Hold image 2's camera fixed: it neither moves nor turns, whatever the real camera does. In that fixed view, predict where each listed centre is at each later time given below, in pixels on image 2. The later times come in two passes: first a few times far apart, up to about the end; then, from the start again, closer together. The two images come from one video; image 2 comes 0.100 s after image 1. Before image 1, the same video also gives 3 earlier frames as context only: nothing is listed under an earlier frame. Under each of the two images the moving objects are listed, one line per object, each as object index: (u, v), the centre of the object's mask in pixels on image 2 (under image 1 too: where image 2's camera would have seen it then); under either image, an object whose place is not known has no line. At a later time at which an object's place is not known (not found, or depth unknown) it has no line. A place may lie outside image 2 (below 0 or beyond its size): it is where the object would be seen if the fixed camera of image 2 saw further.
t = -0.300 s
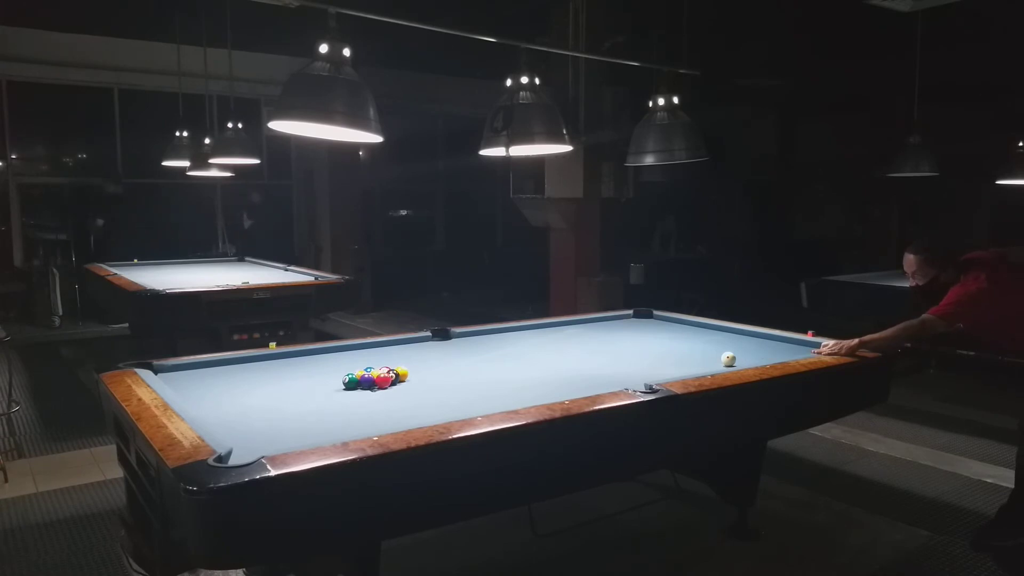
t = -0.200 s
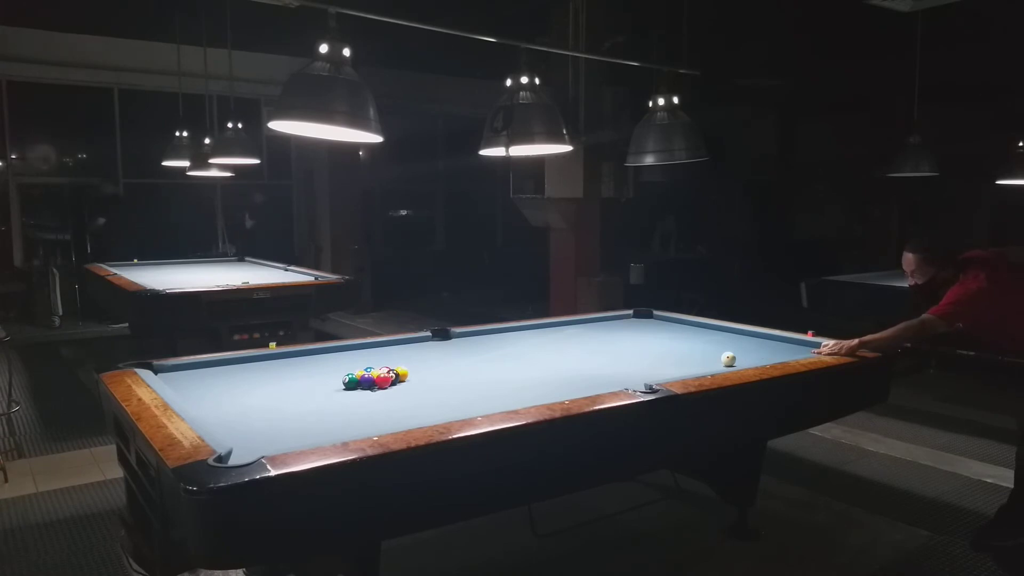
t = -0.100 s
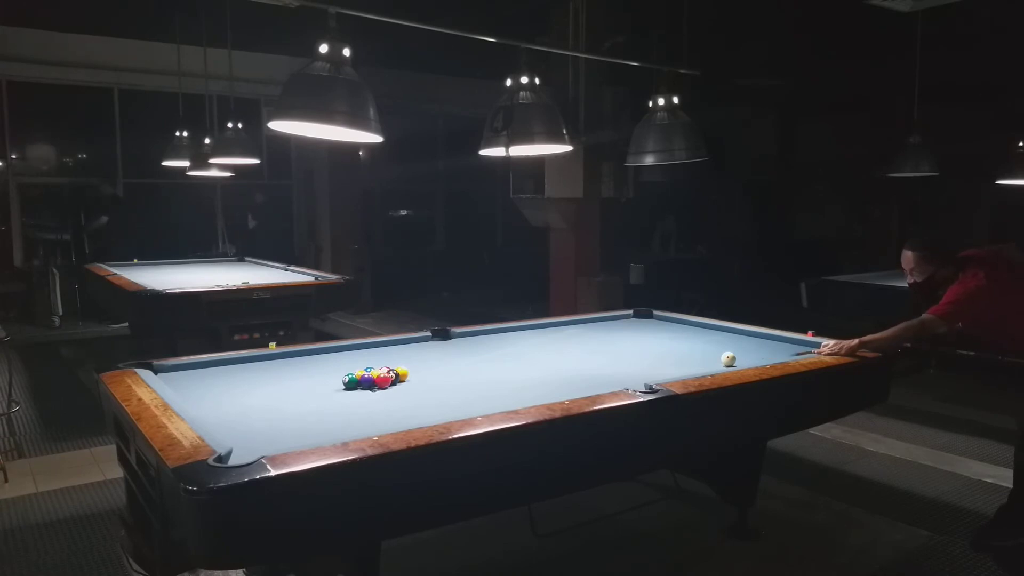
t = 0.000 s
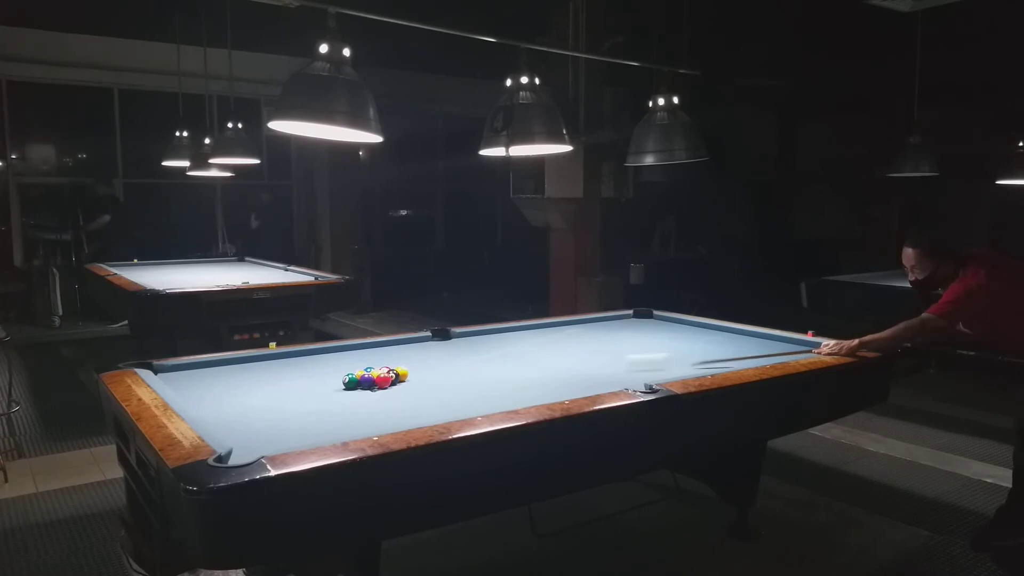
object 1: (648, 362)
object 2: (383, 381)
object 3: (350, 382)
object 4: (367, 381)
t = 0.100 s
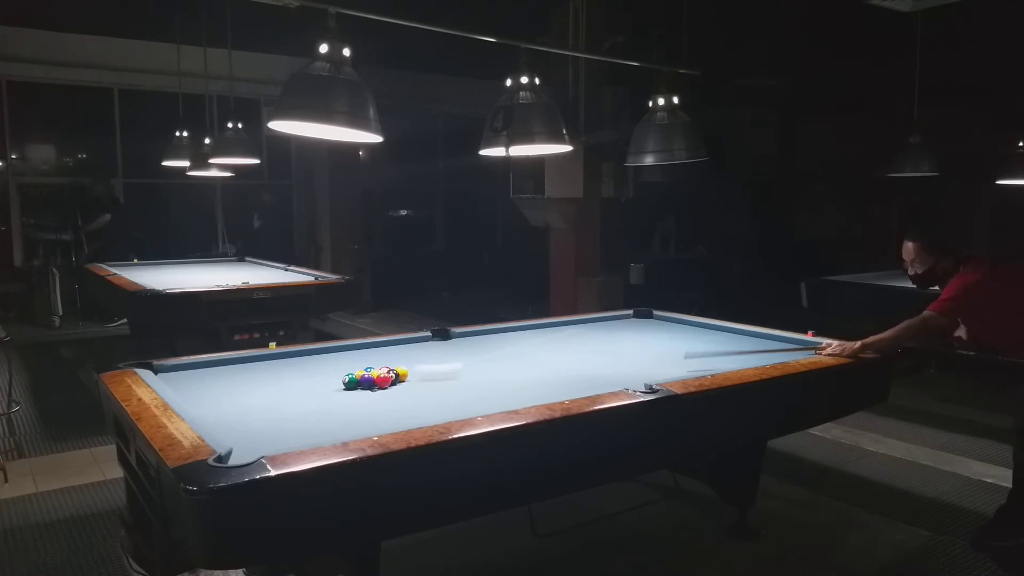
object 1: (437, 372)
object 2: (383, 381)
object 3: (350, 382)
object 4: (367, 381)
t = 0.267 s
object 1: (439, 372)
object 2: (349, 405)
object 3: (261, 409)
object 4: (313, 395)
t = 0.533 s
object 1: (451, 372)
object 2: (285, 444)
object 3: (292, 420)
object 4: (223, 417)
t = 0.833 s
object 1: (458, 372)
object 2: (249, 434)
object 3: (404, 413)
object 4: (251, 420)
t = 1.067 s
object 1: (462, 373)
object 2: (256, 435)
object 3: (484, 405)
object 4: (277, 417)
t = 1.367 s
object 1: (465, 373)
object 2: (262, 437)
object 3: (545, 394)
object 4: (305, 407)
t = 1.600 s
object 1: (466, 373)
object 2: (265, 438)
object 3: (576, 385)
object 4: (325, 400)
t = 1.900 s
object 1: (467, 373)
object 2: (268, 439)
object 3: (610, 374)
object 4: (347, 393)
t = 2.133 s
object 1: (467, 373)
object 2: (269, 440)
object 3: (634, 366)
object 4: (362, 388)
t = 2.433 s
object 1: (466, 373)
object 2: (270, 440)
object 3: (660, 358)
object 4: (378, 382)
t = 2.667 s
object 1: (466, 373)
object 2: (270, 440)
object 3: (677, 352)
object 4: (389, 378)
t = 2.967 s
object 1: (466, 374)
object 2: (270, 441)
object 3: (698, 345)
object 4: (400, 374)
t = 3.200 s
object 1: (466, 374)
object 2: (270, 440)
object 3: (712, 341)
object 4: (408, 371)
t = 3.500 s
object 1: (466, 374)
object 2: (270, 440)
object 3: (729, 335)
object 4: (416, 368)
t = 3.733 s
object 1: (466, 374)
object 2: (269, 441)
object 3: (741, 332)
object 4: (422, 366)
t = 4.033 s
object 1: (467, 373)
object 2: (269, 440)
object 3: (718, 332)
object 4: (428, 363)
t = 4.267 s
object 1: (467, 373)
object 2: (269, 440)
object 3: (702, 331)
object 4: (432, 362)
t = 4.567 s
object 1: (467, 373)
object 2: (269, 440)
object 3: (682, 332)
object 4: (437, 360)
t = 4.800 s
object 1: (467, 373)
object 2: (269, 440)
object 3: (668, 332)
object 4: (440, 360)
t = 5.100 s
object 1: (467, 373)
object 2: (269, 440)
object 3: (651, 332)
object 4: (443, 359)
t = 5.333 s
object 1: (467, 373)
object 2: (269, 440)
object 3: (640, 332)
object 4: (445, 358)
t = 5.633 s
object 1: (467, 373)
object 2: (270, 440)
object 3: (626, 332)
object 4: (446, 358)
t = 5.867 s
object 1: (467, 373)
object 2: (269, 440)
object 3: (616, 332)
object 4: (446, 358)
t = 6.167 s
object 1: (467, 373)
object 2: (269, 440)
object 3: (605, 332)
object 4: (446, 358)
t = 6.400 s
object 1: (467, 374)
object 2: (269, 440)
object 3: (598, 332)
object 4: (446, 358)
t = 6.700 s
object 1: (467, 374)
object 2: (269, 440)
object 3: (590, 332)
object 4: (446, 358)
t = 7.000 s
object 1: (467, 373)
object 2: (269, 440)
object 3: (583, 332)
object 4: (446, 358)
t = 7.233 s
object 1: (467, 373)
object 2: (269, 440)
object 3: (579, 332)
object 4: (446, 358)
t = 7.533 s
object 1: (467, 374)
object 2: (269, 440)
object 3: (576, 332)
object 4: (446, 358)
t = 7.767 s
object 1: (467, 373)
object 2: (269, 440)
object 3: (574, 332)
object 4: (446, 358)
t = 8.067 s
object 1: (467, 374)
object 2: (269, 440)
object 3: (573, 332)
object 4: (446, 358)
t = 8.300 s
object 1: (467, 374)
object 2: (269, 440)
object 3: (573, 332)
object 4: (446, 358)
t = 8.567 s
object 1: (467, 374)
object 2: (269, 440)
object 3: (573, 332)
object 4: (446, 358)
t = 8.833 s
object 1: (467, 374)
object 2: (269, 440)
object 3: (573, 332)
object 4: (446, 358)
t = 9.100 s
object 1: (467, 374)
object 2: (269, 440)
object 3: (573, 332)
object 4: (446, 358)
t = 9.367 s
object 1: (466, 374)
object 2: (269, 440)
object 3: (573, 332)
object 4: (446, 358)
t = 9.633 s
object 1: (466, 374)
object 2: (269, 440)
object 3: (573, 332)
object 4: (446, 358)
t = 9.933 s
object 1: (466, 374)
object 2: (269, 440)
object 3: (573, 332)
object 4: (446, 358)
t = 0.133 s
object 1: (419, 370)
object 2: (378, 385)
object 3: (340, 385)
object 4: (358, 383)
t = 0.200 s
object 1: (430, 369)
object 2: (364, 394)
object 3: (300, 397)
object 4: (335, 390)
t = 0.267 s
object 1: (439, 372)
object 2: (349, 405)
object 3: (261, 409)
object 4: (313, 395)
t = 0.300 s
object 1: (442, 372)
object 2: (342, 410)
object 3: (242, 416)
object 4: (302, 397)
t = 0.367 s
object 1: (446, 372)
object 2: (327, 421)
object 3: (222, 423)
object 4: (281, 403)
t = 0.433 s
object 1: (448, 372)
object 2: (312, 431)
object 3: (253, 420)
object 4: (259, 406)
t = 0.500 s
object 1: (450, 372)
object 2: (295, 440)
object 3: (279, 420)
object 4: (235, 415)
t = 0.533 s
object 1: (451, 372)
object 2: (285, 444)
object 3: (292, 420)
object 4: (223, 417)
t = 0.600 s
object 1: (453, 372)
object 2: (265, 446)
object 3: (318, 418)
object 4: (221, 419)
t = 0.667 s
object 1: (454, 372)
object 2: (245, 446)
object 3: (343, 417)
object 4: (237, 419)
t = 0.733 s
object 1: (456, 372)
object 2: (243, 441)
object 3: (368, 415)
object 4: (241, 421)
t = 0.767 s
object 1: (456, 372)
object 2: (245, 439)
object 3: (381, 415)
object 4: (244, 421)
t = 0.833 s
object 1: (458, 372)
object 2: (249, 434)
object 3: (404, 413)
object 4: (251, 420)
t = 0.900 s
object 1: (459, 373)
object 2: (252, 432)
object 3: (428, 411)
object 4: (260, 420)
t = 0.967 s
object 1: (460, 373)
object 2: (253, 434)
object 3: (451, 409)
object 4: (267, 420)
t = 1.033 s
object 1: (461, 373)
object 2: (255, 434)
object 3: (473, 406)
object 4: (273, 418)
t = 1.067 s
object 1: (462, 373)
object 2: (256, 435)
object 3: (484, 405)
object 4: (277, 417)
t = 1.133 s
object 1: (463, 373)
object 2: (257, 435)
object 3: (506, 403)
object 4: (284, 414)
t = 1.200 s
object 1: (464, 373)
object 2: (259, 435)
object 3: (520, 400)
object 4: (290, 412)
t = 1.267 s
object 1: (464, 373)
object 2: (260, 436)
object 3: (531, 397)
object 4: (296, 410)
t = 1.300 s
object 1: (465, 373)
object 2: (261, 436)
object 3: (536, 396)
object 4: (300, 409)
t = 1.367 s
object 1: (465, 373)
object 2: (262, 437)
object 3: (545, 394)
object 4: (305, 407)
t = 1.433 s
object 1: (466, 373)
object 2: (263, 437)
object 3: (554, 391)
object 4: (311, 405)
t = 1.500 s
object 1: (466, 373)
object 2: (264, 437)
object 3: (563, 389)
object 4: (317, 403)
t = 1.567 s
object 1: (466, 373)
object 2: (265, 438)
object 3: (572, 386)
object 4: (323, 401)
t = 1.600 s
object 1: (466, 373)
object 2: (265, 438)
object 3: (576, 385)
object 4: (325, 400)
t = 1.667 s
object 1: (467, 373)
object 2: (266, 439)
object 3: (585, 383)
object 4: (330, 399)
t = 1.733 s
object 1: (467, 373)
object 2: (266, 439)
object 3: (592, 380)
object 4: (335, 397)
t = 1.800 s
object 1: (467, 373)
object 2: (267, 439)
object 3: (600, 378)
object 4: (340, 395)
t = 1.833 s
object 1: (467, 373)
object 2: (267, 439)
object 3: (604, 376)
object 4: (342, 395)
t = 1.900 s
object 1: (467, 373)
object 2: (268, 439)
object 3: (610, 374)
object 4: (347, 393)
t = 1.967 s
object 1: (467, 373)
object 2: (268, 440)
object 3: (617, 372)
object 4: (351, 392)
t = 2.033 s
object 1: (466, 373)
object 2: (269, 440)
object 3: (624, 370)
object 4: (355, 390)
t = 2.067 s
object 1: (467, 373)
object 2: (269, 440)
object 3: (628, 369)
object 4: (358, 389)
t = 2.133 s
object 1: (467, 373)
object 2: (269, 440)
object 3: (634, 366)
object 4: (362, 388)
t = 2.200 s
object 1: (467, 373)
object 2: (269, 440)
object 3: (640, 364)
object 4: (366, 387)
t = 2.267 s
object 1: (467, 373)
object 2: (270, 440)
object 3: (646, 362)
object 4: (369, 385)
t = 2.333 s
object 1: (466, 373)
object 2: (270, 441)
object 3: (652, 360)
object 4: (373, 384)
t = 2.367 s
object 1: (467, 373)
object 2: (270, 441)
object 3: (654, 360)
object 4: (375, 384)
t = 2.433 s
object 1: (466, 373)
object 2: (270, 440)
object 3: (660, 358)
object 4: (378, 382)
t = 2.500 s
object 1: (466, 373)
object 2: (270, 441)
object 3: (665, 356)
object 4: (381, 381)
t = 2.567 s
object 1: (466, 373)
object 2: (270, 441)
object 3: (670, 354)
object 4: (384, 380)
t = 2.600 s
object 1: (466, 373)
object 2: (270, 441)
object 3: (673, 353)
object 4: (386, 379)
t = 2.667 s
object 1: (466, 373)
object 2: (270, 440)
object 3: (677, 352)
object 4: (389, 378)
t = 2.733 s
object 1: (466, 373)
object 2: (270, 440)
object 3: (682, 350)
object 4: (391, 378)
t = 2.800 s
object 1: (466, 374)
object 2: (270, 440)
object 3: (687, 348)
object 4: (394, 376)
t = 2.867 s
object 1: (466, 374)
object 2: (270, 440)
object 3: (691, 347)
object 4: (397, 376)
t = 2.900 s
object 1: (466, 374)
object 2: (270, 440)
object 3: (694, 346)
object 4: (398, 375)
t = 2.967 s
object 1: (466, 374)
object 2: (270, 441)
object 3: (698, 345)
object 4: (400, 374)
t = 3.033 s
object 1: (466, 374)
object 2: (269, 441)
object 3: (702, 344)
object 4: (402, 373)
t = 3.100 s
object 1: (466, 374)
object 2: (270, 440)
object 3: (706, 343)
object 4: (405, 372)
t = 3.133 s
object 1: (466, 374)
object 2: (269, 441)
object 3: (708, 342)
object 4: (406, 372)
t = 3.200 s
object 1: (466, 374)
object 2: (270, 440)
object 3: (712, 341)
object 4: (408, 371)
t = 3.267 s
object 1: (466, 374)
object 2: (270, 440)
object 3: (716, 339)
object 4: (410, 370)
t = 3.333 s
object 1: (466, 374)
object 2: (270, 441)
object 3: (720, 338)
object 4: (412, 369)
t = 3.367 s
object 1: (466, 374)
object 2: (269, 441)
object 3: (721, 338)
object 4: (413, 369)
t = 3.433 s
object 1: (466, 374)
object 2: (269, 441)
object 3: (725, 336)
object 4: (415, 369)
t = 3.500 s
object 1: (466, 374)
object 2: (270, 440)
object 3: (729, 335)
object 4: (416, 368)
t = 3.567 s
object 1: (466, 374)
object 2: (269, 441)
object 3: (732, 334)
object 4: (418, 367)
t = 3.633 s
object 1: (466, 374)
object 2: (269, 441)
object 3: (735, 333)
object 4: (420, 367)
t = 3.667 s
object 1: (466, 374)
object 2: (269, 441)
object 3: (737, 333)
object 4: (420, 366)
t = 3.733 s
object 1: (466, 374)
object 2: (269, 441)
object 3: (741, 332)
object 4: (422, 366)
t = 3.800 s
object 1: (466, 374)
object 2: (269, 441)
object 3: (736, 332)
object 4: (424, 365)
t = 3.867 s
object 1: (466, 374)
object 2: (269, 441)
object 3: (731, 331)
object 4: (425, 365)
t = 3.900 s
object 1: (467, 373)
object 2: (269, 441)
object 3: (728, 332)
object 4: (426, 364)
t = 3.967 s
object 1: (467, 373)
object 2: (269, 440)
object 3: (723, 332)
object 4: (427, 364)
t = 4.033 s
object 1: (467, 373)
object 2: (269, 440)
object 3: (718, 332)
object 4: (428, 363)
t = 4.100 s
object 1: (467, 373)
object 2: (269, 440)
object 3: (714, 332)
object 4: (430, 363)
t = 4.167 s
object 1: (467, 373)
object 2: (269, 440)
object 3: (709, 332)
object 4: (431, 363)
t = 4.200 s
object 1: (467, 373)
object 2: (269, 440)
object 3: (706, 331)
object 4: (431, 362)
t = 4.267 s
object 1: (467, 373)
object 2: (269, 440)
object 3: (702, 331)
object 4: (432, 362)
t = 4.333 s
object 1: (467, 373)
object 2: (269, 440)
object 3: (697, 331)
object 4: (433, 362)
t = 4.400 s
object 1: (467, 373)
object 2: (269, 440)
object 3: (693, 332)
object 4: (434, 361)
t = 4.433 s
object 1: (467, 373)
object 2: (269, 440)
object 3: (691, 332)
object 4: (435, 361)
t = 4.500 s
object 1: (467, 373)
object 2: (269, 440)
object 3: (687, 332)
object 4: (436, 361)
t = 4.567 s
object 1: (467, 373)
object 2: (269, 440)
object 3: (682, 332)
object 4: (437, 360)
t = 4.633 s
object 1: (467, 373)
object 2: (269, 440)
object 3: (678, 332)
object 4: (438, 360)
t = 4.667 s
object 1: (467, 373)
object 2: (269, 440)
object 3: (676, 332)
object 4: (438, 360)
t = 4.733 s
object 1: (467, 373)
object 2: (269, 440)
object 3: (672, 331)
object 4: (439, 360)
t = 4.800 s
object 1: (467, 373)
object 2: (269, 440)
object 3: (668, 332)
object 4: (440, 360)
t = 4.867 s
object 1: (467, 373)
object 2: (269, 440)
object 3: (664, 331)
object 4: (441, 359)
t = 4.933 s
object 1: (467, 373)
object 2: (269, 440)
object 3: (660, 331)
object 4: (441, 359)
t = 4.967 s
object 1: (467, 373)
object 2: (269, 440)
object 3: (659, 332)
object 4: (442, 359)
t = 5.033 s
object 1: (467, 373)
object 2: (269, 440)
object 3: (655, 331)
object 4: (442, 359)
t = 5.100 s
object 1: (467, 373)
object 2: (269, 440)
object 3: (651, 332)
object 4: (443, 359)
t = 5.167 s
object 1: (467, 373)
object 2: (269, 440)
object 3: (648, 332)
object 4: (443, 359)
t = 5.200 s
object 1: (467, 373)
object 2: (270, 440)
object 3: (646, 332)
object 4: (444, 359)
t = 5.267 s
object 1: (467, 373)
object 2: (269, 440)
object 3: (643, 332)
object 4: (444, 359)
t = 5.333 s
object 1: (467, 373)
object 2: (269, 440)
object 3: (640, 332)
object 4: (445, 358)
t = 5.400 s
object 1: (467, 373)
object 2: (269, 440)
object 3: (637, 332)
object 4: (445, 359)
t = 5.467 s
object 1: (467, 373)
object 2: (269, 440)
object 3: (633, 331)
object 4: (445, 358)
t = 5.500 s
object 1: (467, 373)
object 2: (270, 440)
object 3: (632, 331)
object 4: (446, 358)
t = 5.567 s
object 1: (467, 373)
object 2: (269, 440)
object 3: (629, 332)
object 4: (446, 358)
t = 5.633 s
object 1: (467, 373)
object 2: (270, 440)
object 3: (626, 332)
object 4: (446, 358)
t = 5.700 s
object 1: (467, 373)
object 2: (269, 440)
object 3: (623, 332)
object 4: (446, 358)
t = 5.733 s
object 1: (467, 373)
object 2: (270, 440)
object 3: (622, 332)
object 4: (446, 358)
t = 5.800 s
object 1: (467, 374)
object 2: (269, 440)
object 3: (619, 332)
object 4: (446, 358)
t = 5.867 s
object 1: (467, 373)
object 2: (269, 440)
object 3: (616, 332)
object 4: (446, 358)
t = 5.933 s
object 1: (467, 373)
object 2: (269, 440)
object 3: (614, 332)
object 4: (446, 358)
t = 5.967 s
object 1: (467, 374)
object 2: (269, 440)
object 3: (612, 332)
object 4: (446, 358)
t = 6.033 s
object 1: (467, 373)
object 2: (269, 440)
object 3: (610, 332)
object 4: (446, 358)
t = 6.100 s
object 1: (467, 373)
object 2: (269, 440)
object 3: (607, 332)
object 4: (446, 358)
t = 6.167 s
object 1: (467, 373)
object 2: (269, 440)
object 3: (605, 332)
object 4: (446, 358)
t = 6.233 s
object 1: (467, 373)
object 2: (269, 440)
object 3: (603, 332)
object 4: (446, 358)
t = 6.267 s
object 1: (467, 373)
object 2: (269, 440)
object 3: (602, 332)
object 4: (446, 358)
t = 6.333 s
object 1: (467, 373)
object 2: (269, 440)
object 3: (600, 332)
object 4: (446, 358)
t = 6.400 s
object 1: (467, 374)
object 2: (269, 440)
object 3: (598, 332)
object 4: (446, 358)
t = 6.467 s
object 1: (467, 374)
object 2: (270, 440)
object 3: (596, 332)
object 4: (446, 358)
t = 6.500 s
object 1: (467, 373)
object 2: (269, 440)
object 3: (595, 332)
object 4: (446, 358)
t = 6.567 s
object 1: (467, 374)
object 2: (269, 440)
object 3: (593, 332)
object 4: (446, 358)
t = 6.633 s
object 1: (467, 373)
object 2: (269, 440)
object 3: (591, 332)
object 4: (446, 358)
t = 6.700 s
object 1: (467, 374)
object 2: (269, 440)
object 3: (590, 332)
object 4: (446, 358)
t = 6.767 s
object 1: (467, 374)
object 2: (269, 440)
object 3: (588, 332)
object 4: (446, 358)
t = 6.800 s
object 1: (467, 374)
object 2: (269, 440)
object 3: (587, 332)
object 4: (446, 358)
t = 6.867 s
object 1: (467, 374)
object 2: (269, 440)
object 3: (586, 332)
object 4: (446, 358)
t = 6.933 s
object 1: (467, 374)
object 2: (269, 440)
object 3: (584, 332)
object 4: (446, 358)
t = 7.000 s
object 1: (467, 373)
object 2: (269, 440)
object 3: (583, 332)
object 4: (446, 358)
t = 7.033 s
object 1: (467, 373)
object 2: (269, 440)
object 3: (583, 332)
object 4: (446, 358)
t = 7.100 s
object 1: (467, 373)
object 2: (269, 440)
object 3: (581, 332)
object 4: (446, 358)
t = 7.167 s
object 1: (467, 373)
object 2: (269, 440)
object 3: (580, 332)
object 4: (446, 358)
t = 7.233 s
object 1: (467, 373)
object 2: (269, 440)
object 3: (579, 332)
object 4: (446, 358)
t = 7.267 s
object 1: (467, 373)
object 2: (269, 440)
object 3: (579, 332)
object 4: (446, 358)
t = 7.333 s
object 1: (467, 374)
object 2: (269, 440)
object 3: (578, 332)
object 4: (446, 358)
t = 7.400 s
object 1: (467, 374)
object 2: (269, 440)
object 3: (577, 332)
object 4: (446, 358)
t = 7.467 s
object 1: (467, 374)
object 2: (269, 440)
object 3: (576, 332)
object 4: (446, 358)
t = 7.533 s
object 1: (467, 374)
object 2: (269, 440)
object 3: (576, 332)
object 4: (446, 358)
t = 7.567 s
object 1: (467, 373)
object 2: (269, 440)
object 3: (575, 332)
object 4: (446, 358)
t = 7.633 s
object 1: (467, 373)
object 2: (269, 440)
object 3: (575, 332)
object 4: (446, 358)
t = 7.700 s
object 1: (467, 373)
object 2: (269, 440)
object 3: (574, 332)
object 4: (446, 358)
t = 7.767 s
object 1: (467, 373)
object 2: (269, 440)
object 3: (574, 332)
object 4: (446, 358)
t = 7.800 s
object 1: (467, 373)
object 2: (269, 440)
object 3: (574, 332)
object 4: (446, 358)
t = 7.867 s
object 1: (467, 374)
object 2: (269, 440)
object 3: (573, 332)
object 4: (446, 358)
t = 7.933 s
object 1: (467, 373)
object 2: (269, 440)
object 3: (573, 332)
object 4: (446, 358)
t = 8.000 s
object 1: (467, 373)
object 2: (269, 440)
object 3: (573, 332)
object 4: (446, 358)
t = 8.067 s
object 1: (467, 374)
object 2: (269, 440)
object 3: (573, 332)
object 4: (446, 358)
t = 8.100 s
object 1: (467, 374)
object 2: (269, 440)
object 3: (573, 332)
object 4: (446, 358)
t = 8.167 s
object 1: (467, 374)
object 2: (269, 440)
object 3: (573, 332)
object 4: (446, 358)
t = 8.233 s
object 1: (467, 374)
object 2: (269, 440)
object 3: (573, 332)
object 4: (446, 358)
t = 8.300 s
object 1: (467, 374)
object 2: (269, 440)
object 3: (573, 332)
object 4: (446, 358)
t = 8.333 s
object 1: (467, 374)
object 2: (269, 440)
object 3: (573, 332)
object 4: (446, 358)
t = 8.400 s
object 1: (467, 374)
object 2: (269, 440)
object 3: (573, 332)
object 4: (446, 358)
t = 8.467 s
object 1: (467, 374)
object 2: (270, 440)
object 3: (573, 332)
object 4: (446, 358)
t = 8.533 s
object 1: (467, 374)
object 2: (269, 440)
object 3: (573, 332)
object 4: (446, 358)
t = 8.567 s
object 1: (467, 374)
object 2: (269, 440)
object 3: (573, 332)
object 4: (446, 358)
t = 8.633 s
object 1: (467, 374)
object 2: (269, 440)
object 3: (573, 332)
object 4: (446, 358)
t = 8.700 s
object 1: (467, 374)
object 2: (269, 440)
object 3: (573, 332)
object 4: (446, 358)
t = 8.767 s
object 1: (467, 374)
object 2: (269, 440)
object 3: (573, 332)
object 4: (446, 358)
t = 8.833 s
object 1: (467, 374)
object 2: (269, 440)
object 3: (573, 332)
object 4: (446, 358)
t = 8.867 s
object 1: (467, 374)
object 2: (270, 440)
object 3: (573, 332)
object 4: (446, 358)
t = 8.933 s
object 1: (467, 374)
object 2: (269, 440)
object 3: (573, 332)
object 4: (446, 358)
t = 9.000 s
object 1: (467, 374)
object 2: (269, 440)
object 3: (573, 332)
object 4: (446, 358)
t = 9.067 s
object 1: (467, 374)
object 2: (269, 440)
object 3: (573, 332)
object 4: (446, 358)
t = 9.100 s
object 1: (467, 374)
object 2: (269, 440)
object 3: (573, 332)
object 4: (446, 358)
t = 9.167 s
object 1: (467, 374)
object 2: (269, 440)
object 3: (573, 332)
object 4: (446, 358)
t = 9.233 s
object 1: (466, 374)
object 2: (269, 440)
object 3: (573, 332)
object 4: (446, 358)
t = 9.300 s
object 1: (466, 374)
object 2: (269, 440)
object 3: (573, 332)
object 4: (446, 358)
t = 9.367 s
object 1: (466, 374)
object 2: (269, 440)
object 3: (573, 332)
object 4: (446, 358)
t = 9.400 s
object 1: (466, 374)
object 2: (269, 440)
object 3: (573, 332)
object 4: (446, 358)
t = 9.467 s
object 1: (467, 374)
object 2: (269, 440)
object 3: (573, 332)
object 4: (446, 358)
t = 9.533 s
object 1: (467, 374)
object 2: (269, 440)
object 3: (573, 332)
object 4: (446, 358)
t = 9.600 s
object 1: (467, 374)
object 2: (269, 440)
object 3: (573, 332)
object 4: (446, 358)
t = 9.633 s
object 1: (466, 374)
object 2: (269, 440)
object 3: (573, 332)
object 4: (446, 358)
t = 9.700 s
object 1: (466, 374)
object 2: (269, 440)
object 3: (573, 332)
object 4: (446, 358)
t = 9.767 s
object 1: (466, 374)
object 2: (269, 440)
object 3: (573, 332)
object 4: (446, 358)
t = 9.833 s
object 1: (467, 374)
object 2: (270, 440)
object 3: (573, 332)
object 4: (446, 358)
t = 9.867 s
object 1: (467, 374)
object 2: (270, 440)
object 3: (573, 332)
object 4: (446, 358)
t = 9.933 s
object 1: (466, 374)
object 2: (269, 440)
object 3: (573, 332)
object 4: (446, 358)
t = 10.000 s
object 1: (466, 374)
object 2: (269, 440)
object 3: (573, 332)
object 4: (446, 358)
